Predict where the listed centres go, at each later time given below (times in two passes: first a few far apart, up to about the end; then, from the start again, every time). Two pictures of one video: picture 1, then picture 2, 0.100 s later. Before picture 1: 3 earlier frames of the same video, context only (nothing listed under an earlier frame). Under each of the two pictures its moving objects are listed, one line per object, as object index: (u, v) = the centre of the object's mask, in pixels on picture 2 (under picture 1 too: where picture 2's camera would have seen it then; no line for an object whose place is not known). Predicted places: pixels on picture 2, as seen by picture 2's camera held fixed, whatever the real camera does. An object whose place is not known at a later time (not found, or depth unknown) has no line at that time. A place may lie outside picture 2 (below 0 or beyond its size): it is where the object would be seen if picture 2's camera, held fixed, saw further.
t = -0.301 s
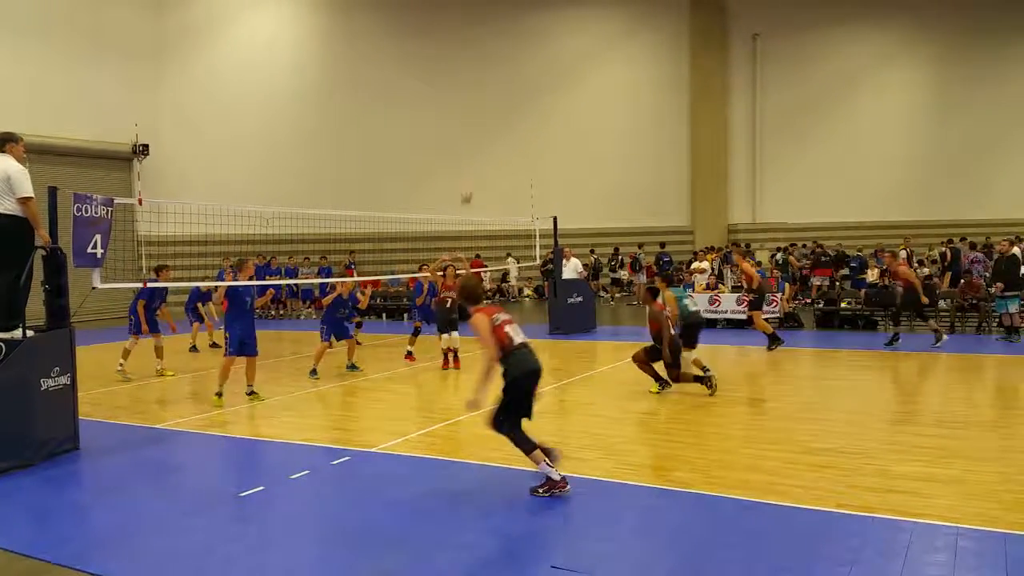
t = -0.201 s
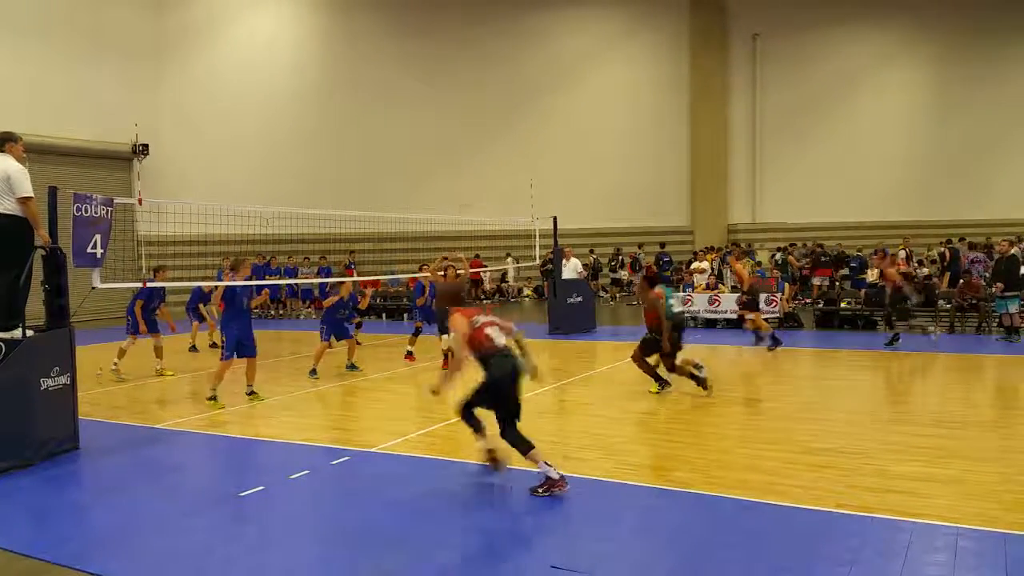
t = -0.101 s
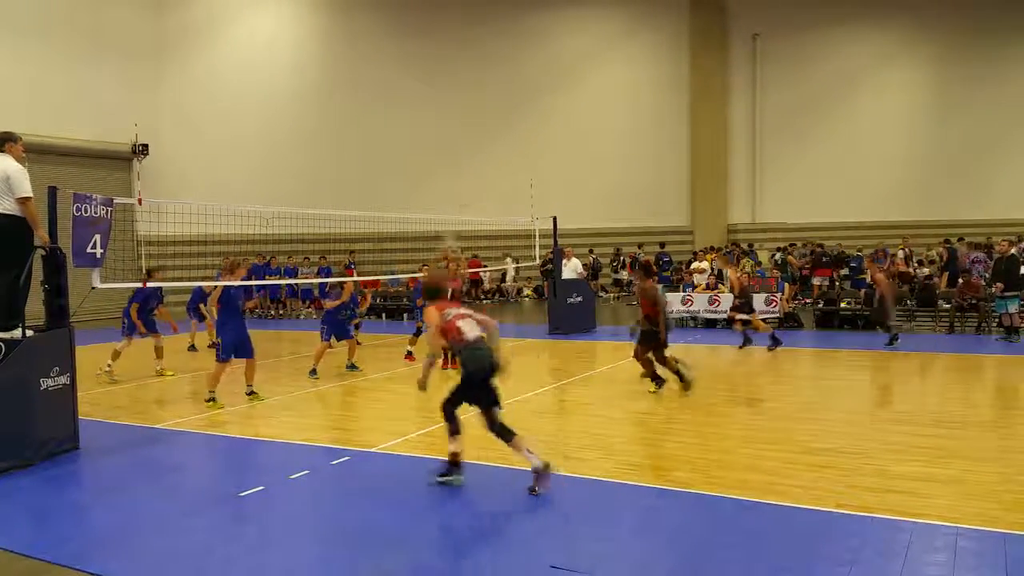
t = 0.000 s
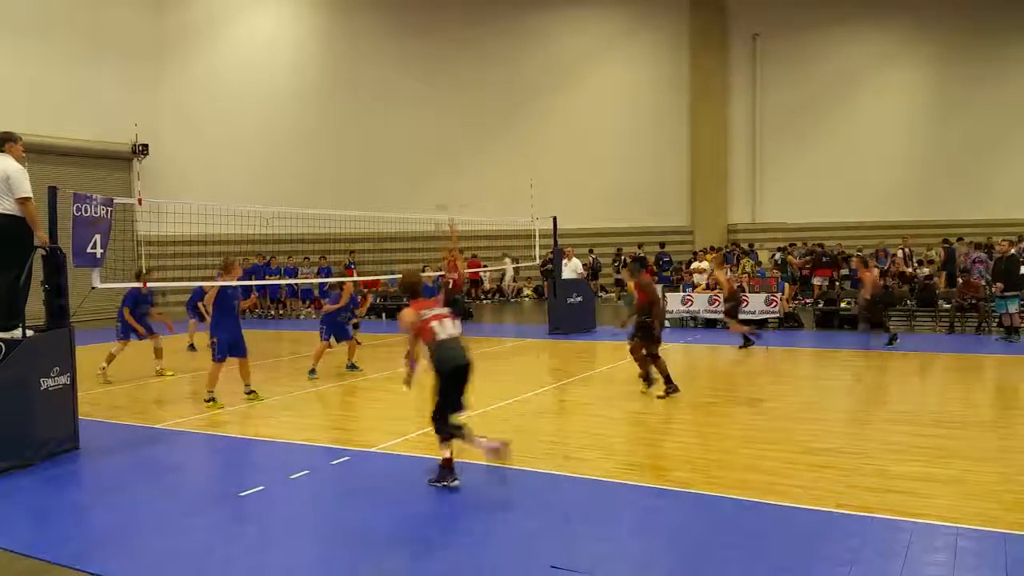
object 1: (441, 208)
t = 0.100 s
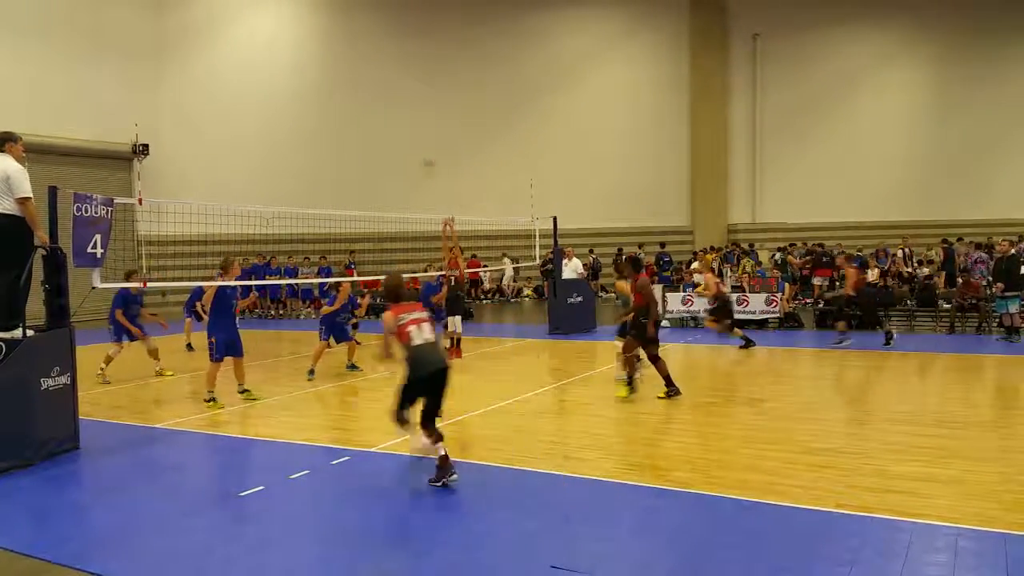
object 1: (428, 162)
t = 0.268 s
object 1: (406, 107)
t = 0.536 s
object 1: (374, 49)
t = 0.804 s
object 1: (339, 41)
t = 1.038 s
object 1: (309, 85)
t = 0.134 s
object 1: (423, 148)
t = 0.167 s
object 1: (422, 141)
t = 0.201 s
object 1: (416, 125)
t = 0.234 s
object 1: (412, 113)
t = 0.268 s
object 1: (406, 107)
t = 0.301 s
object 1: (402, 95)
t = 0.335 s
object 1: (398, 84)
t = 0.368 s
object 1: (393, 80)
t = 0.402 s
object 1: (389, 70)
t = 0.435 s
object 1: (385, 64)
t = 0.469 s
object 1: (381, 58)
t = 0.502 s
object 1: (378, 55)
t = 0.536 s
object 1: (374, 49)
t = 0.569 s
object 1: (369, 43)
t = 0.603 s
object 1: (365, 40)
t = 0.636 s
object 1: (361, 39)
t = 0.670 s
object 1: (357, 38)
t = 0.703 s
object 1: (353, 37)
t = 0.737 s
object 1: (348, 37)
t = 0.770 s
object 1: (343, 38)
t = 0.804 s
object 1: (339, 41)
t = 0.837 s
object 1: (335, 44)
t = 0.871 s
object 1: (331, 49)
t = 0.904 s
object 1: (326, 56)
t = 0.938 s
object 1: (322, 62)
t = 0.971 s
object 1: (317, 69)
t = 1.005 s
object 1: (314, 77)
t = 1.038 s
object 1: (309, 85)
